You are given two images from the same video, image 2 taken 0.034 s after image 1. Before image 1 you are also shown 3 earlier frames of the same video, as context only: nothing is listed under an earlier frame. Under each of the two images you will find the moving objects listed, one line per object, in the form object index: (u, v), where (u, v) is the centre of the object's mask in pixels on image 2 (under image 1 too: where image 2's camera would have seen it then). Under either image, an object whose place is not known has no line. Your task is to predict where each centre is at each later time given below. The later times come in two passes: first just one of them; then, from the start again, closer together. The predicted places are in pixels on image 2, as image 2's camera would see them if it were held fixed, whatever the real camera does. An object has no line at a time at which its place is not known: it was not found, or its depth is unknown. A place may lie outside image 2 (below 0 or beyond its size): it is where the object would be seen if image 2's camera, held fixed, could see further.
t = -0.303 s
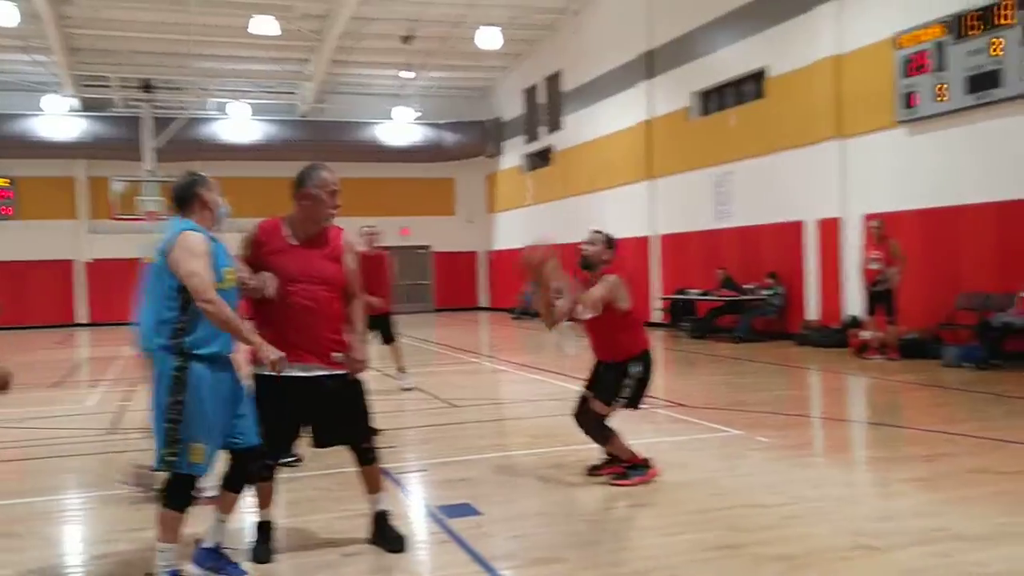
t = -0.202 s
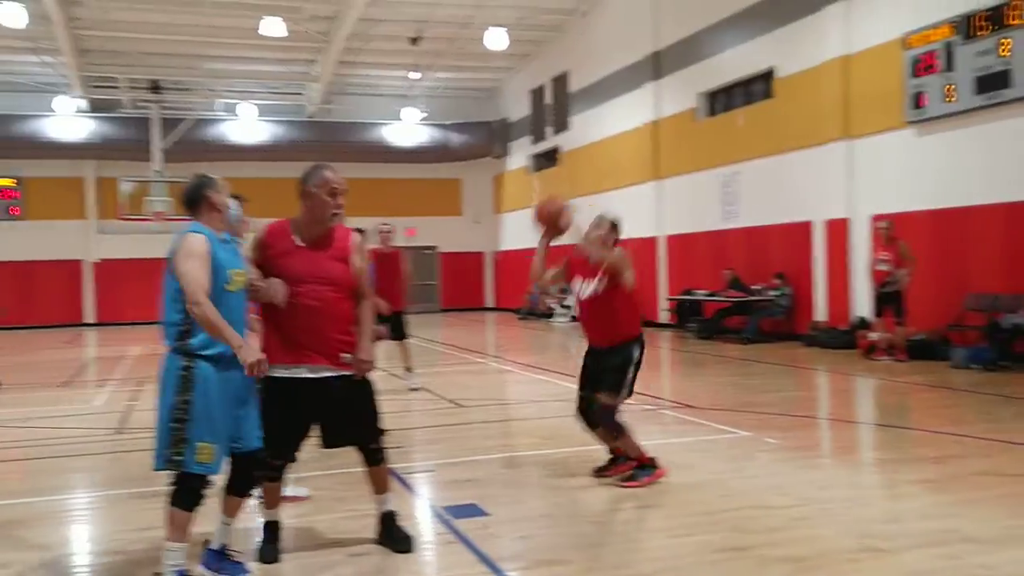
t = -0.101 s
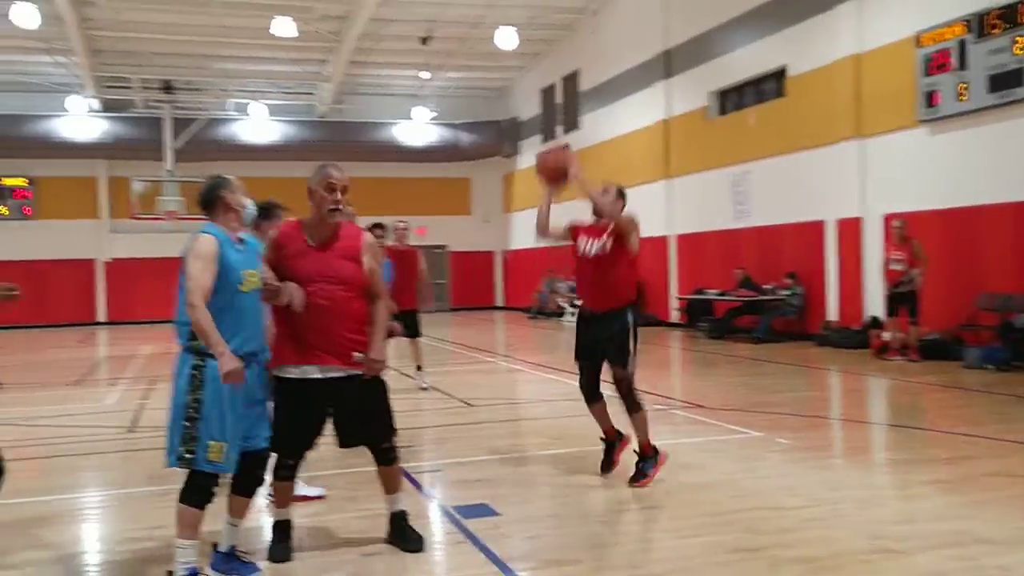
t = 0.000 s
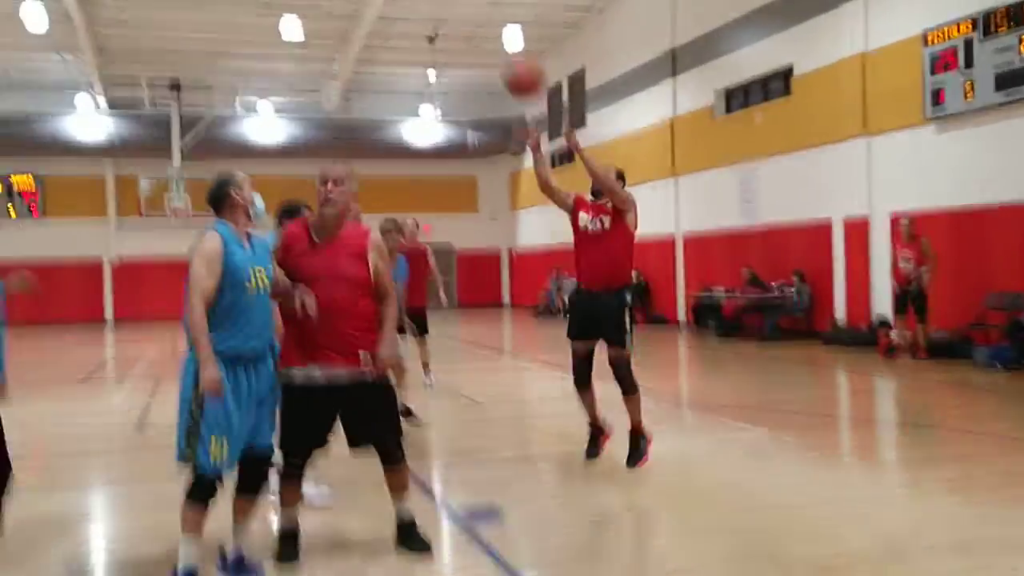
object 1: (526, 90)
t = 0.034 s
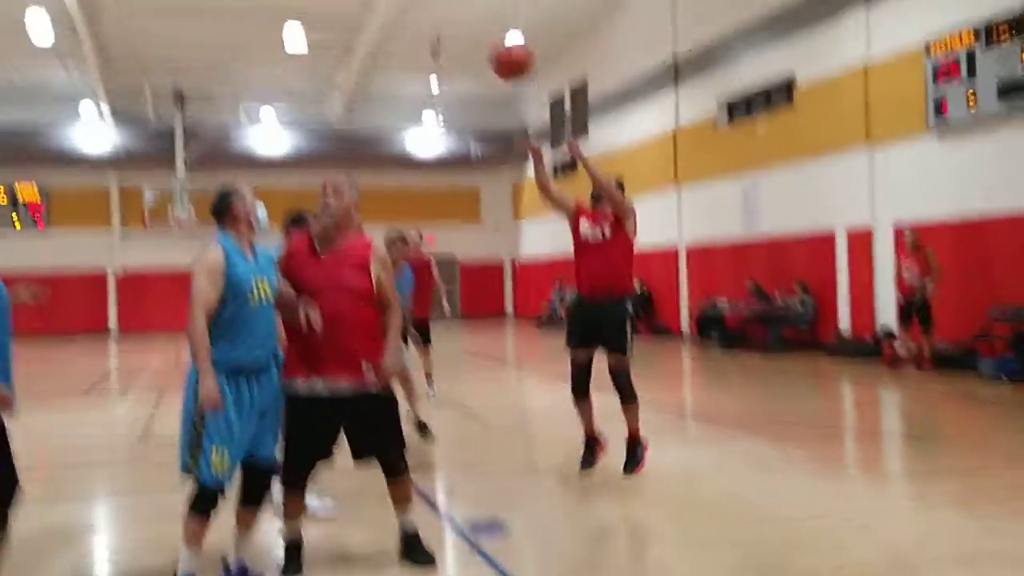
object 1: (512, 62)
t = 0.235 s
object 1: (397, -90)
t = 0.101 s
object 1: (476, -6)
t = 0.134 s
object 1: (457, -33)
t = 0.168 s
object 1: (436, -51)
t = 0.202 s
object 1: (416, -71)
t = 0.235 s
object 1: (397, -90)
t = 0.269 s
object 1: (375, -109)
